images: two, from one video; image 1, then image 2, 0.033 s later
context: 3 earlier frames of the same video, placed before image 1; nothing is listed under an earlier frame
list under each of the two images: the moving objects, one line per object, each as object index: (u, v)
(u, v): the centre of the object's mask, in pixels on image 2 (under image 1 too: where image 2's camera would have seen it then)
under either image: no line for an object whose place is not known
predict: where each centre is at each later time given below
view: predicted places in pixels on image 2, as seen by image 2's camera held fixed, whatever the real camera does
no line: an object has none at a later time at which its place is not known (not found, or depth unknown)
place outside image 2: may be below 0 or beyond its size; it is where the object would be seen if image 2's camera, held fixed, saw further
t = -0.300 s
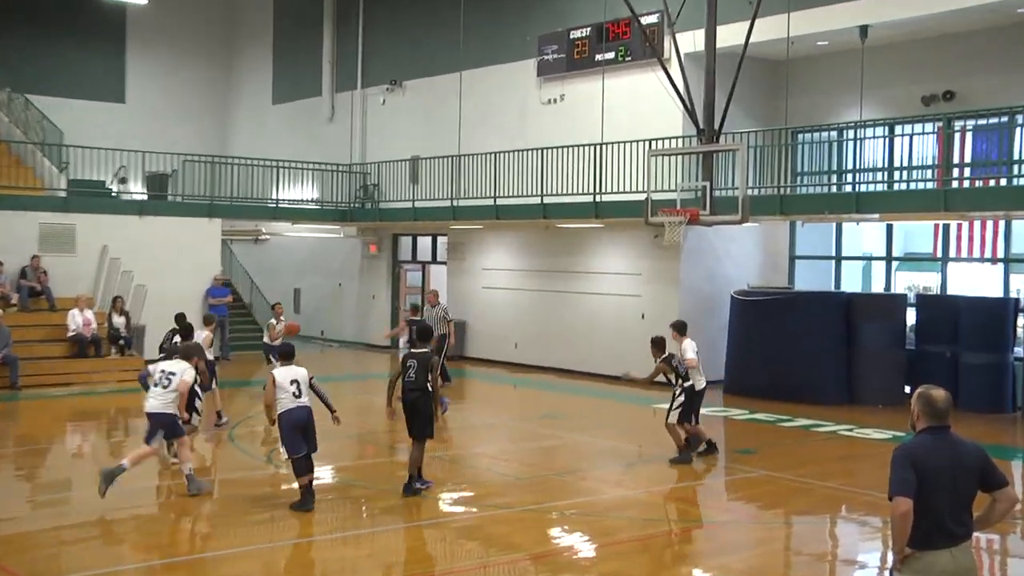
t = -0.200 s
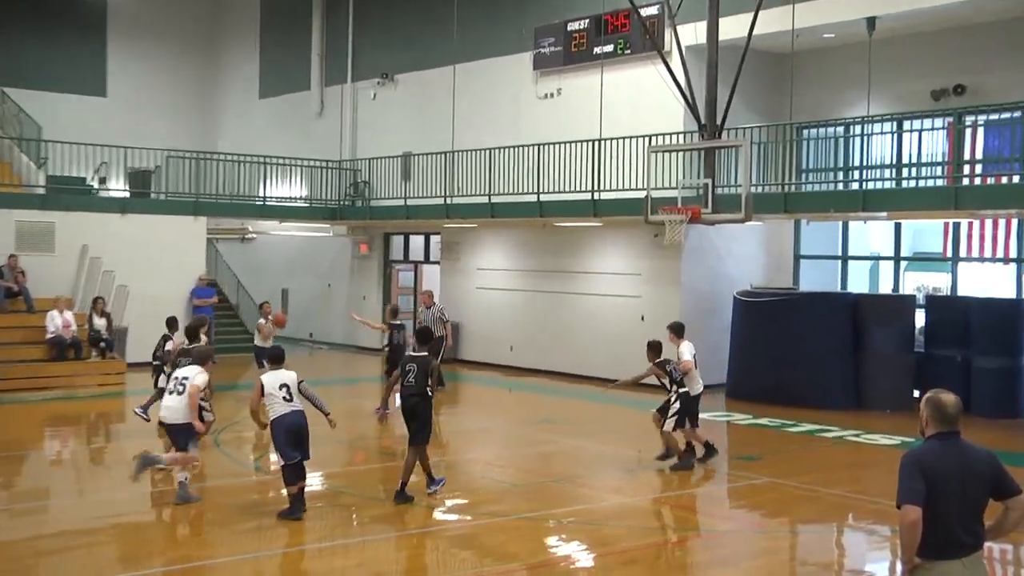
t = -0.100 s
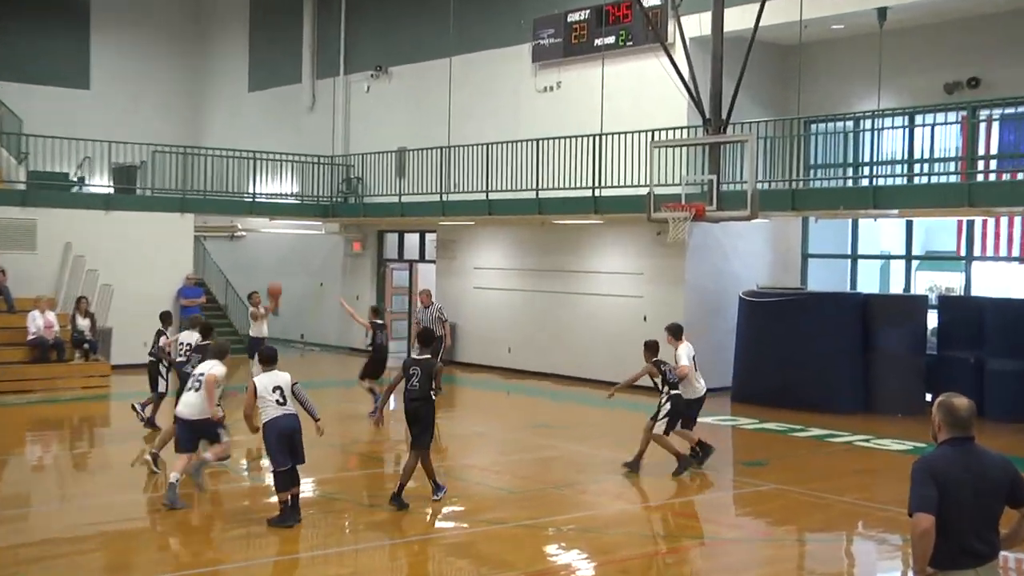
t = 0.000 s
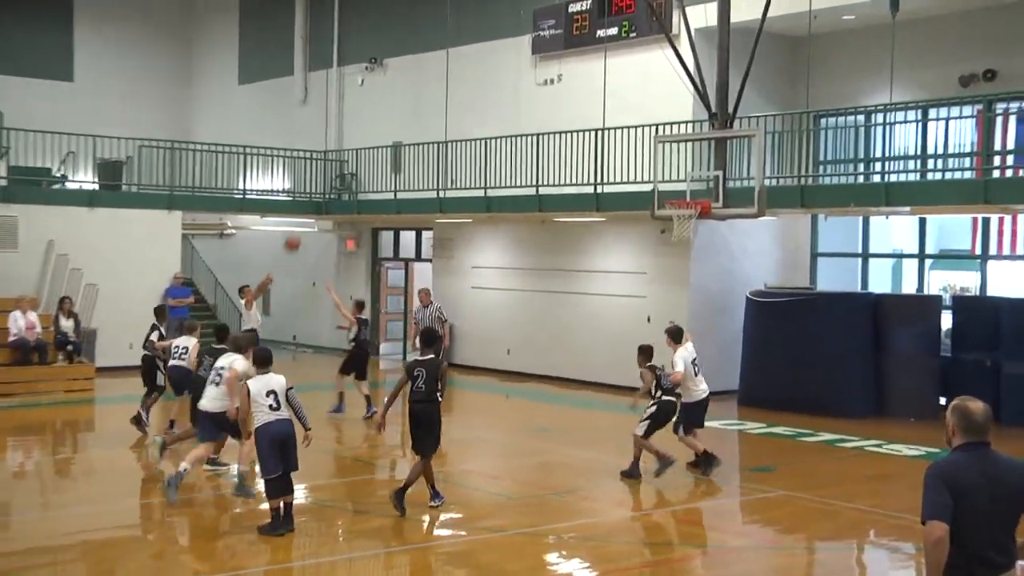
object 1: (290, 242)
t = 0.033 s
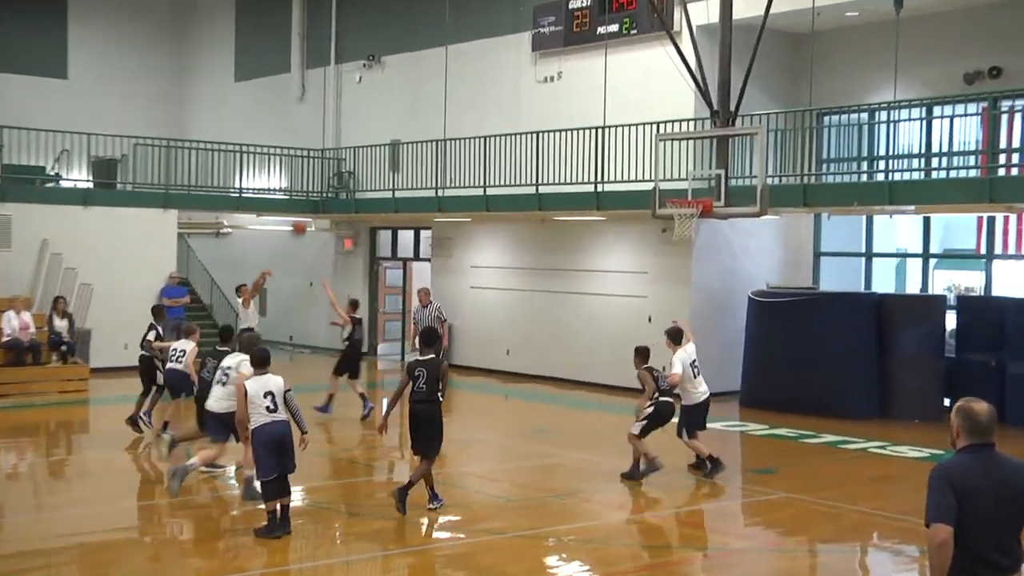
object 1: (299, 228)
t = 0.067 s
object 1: (309, 211)
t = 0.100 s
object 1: (317, 199)
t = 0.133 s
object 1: (327, 186)
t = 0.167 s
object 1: (336, 174)
